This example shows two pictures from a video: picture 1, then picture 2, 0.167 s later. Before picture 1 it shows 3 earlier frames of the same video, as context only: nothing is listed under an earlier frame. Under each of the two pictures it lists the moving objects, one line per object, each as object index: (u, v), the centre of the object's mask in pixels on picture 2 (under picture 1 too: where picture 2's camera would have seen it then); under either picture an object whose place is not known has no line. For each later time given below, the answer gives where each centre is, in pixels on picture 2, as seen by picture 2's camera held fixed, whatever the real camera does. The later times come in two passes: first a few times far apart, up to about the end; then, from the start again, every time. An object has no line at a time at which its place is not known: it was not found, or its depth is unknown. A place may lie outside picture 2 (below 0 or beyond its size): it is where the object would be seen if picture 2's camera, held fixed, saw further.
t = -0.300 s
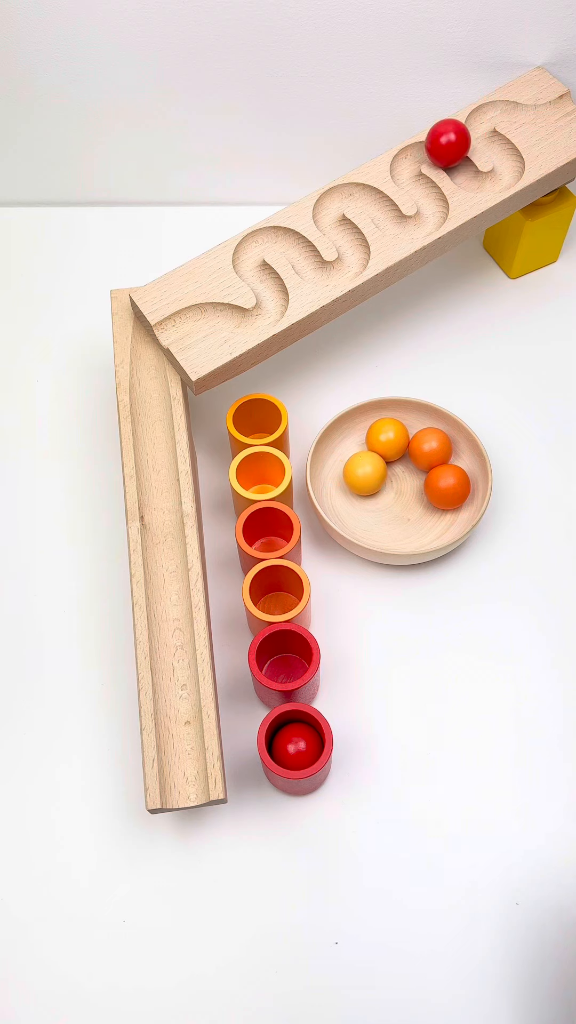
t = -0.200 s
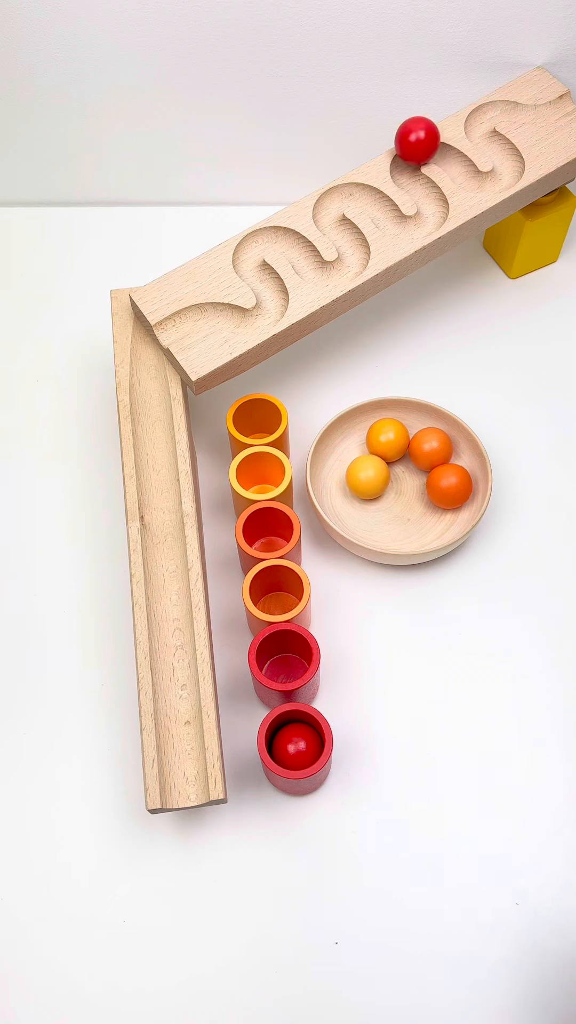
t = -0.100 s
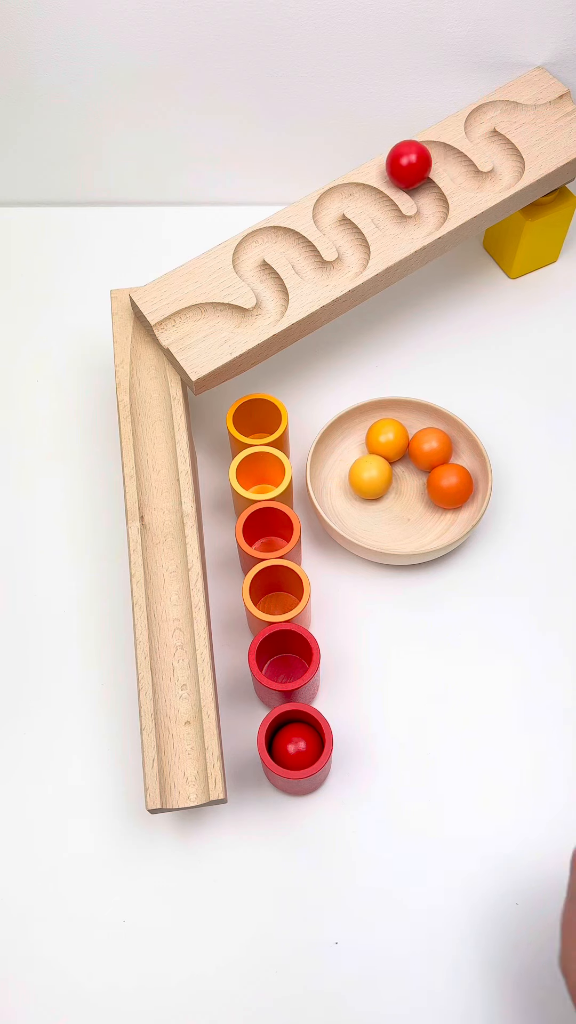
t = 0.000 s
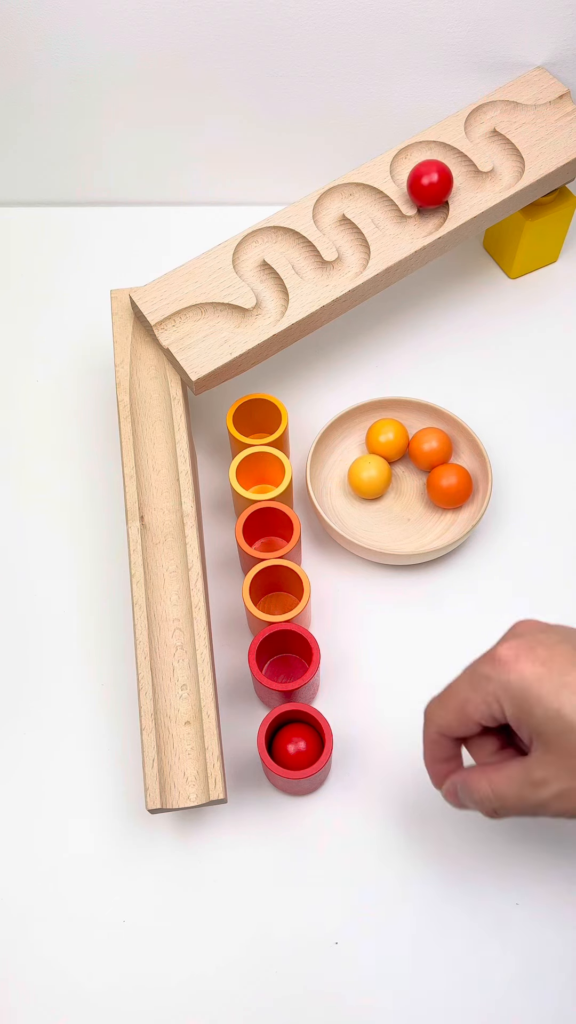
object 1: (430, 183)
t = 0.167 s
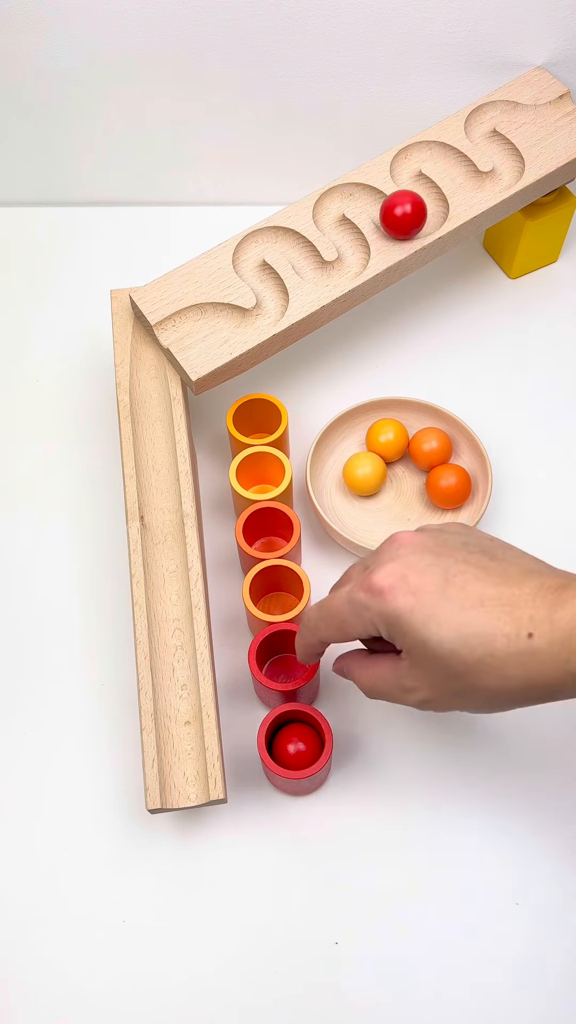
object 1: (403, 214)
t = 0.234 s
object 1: (386, 201)
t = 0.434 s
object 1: (335, 186)
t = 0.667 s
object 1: (354, 236)
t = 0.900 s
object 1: (303, 245)
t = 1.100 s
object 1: (252, 233)
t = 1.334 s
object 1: (271, 289)
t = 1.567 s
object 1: (196, 305)
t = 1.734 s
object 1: (139, 349)
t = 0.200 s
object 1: (392, 209)
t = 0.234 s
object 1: (386, 201)
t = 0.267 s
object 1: (380, 194)
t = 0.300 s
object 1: (373, 187)
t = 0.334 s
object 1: (364, 182)
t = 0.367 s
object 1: (354, 180)
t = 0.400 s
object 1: (344, 181)
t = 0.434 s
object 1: (335, 186)
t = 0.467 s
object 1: (329, 194)
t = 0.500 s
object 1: (328, 203)
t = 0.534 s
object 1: (333, 211)
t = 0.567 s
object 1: (340, 217)
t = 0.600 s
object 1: (346, 223)
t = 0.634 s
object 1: (351, 228)
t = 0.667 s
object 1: (354, 236)
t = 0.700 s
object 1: (354, 244)
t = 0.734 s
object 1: (349, 252)
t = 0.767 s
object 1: (340, 259)
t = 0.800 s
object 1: (329, 261)
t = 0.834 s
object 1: (317, 259)
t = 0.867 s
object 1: (308, 253)
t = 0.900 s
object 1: (303, 245)
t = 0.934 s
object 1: (298, 238)
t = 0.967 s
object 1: (290, 232)
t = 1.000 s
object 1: (282, 227)
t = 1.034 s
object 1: (272, 225)
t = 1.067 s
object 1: (261, 227)
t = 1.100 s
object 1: (252, 233)
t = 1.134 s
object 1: (247, 241)
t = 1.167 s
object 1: (247, 251)
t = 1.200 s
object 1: (252, 258)
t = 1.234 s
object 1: (260, 265)
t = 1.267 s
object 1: (266, 271)
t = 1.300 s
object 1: (270, 280)
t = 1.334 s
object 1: (271, 289)
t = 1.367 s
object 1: (267, 299)
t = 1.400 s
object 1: (258, 306)
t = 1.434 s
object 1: (245, 310)
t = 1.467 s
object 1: (233, 307)
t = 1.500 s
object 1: (222, 304)
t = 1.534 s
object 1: (209, 303)
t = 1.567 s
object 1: (196, 305)
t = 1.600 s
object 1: (184, 309)
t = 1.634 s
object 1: (172, 315)
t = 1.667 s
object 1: (160, 322)
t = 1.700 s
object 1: (147, 332)
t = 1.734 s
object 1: (139, 349)
